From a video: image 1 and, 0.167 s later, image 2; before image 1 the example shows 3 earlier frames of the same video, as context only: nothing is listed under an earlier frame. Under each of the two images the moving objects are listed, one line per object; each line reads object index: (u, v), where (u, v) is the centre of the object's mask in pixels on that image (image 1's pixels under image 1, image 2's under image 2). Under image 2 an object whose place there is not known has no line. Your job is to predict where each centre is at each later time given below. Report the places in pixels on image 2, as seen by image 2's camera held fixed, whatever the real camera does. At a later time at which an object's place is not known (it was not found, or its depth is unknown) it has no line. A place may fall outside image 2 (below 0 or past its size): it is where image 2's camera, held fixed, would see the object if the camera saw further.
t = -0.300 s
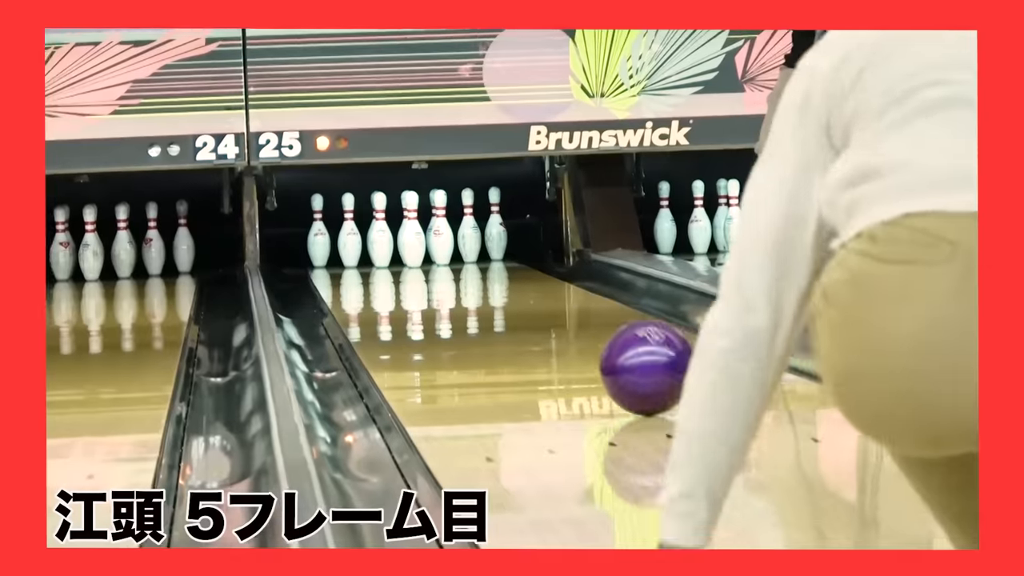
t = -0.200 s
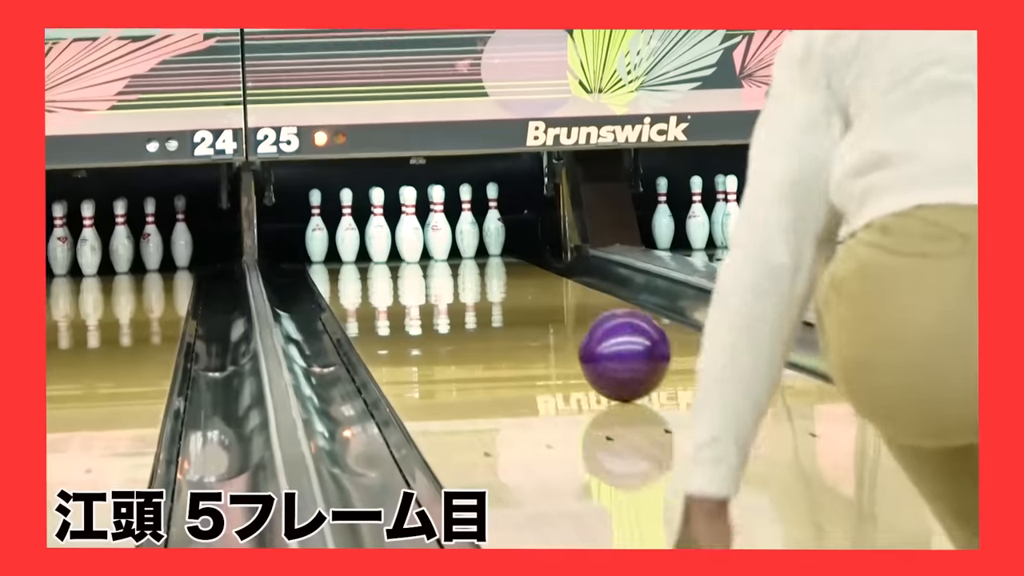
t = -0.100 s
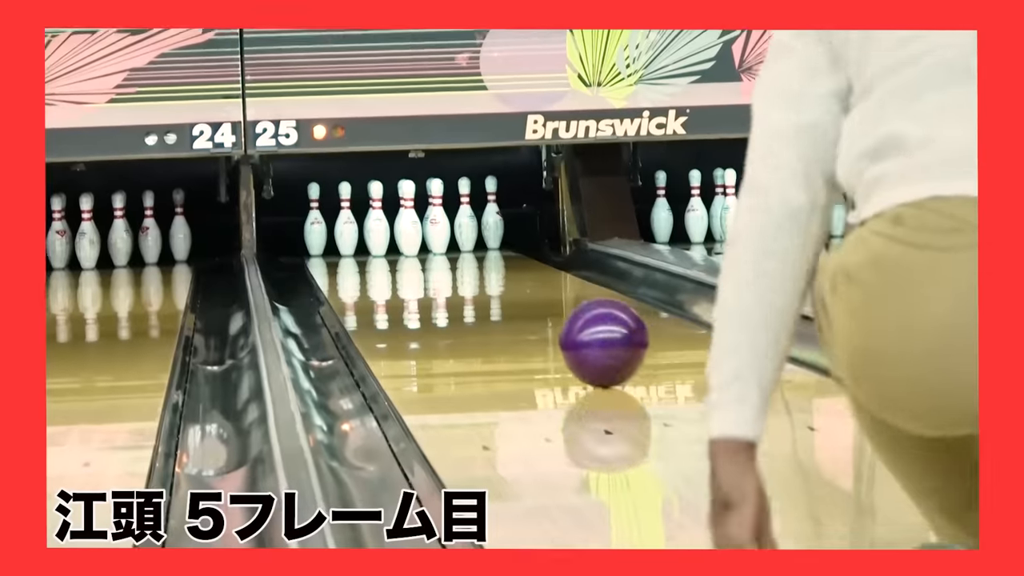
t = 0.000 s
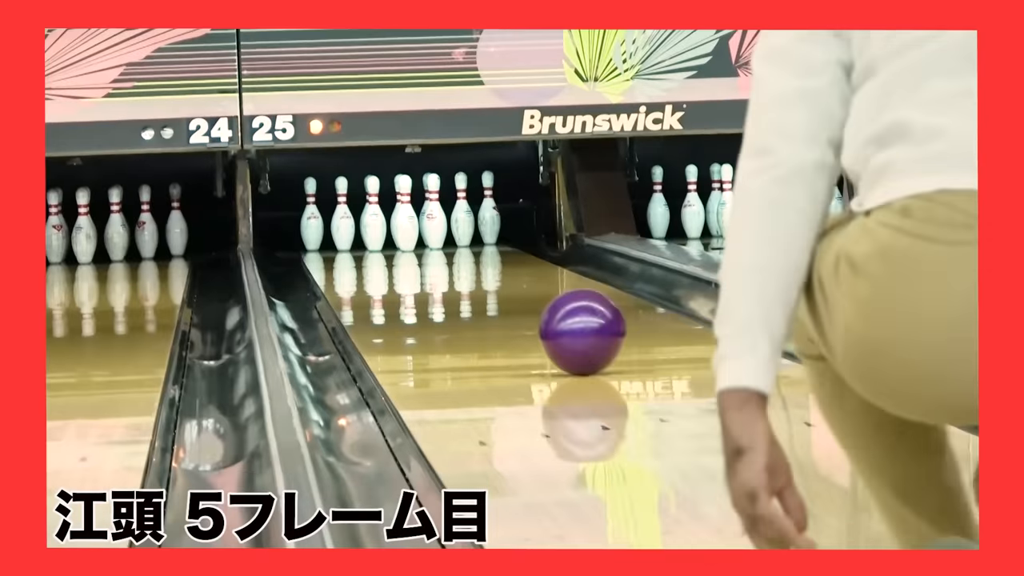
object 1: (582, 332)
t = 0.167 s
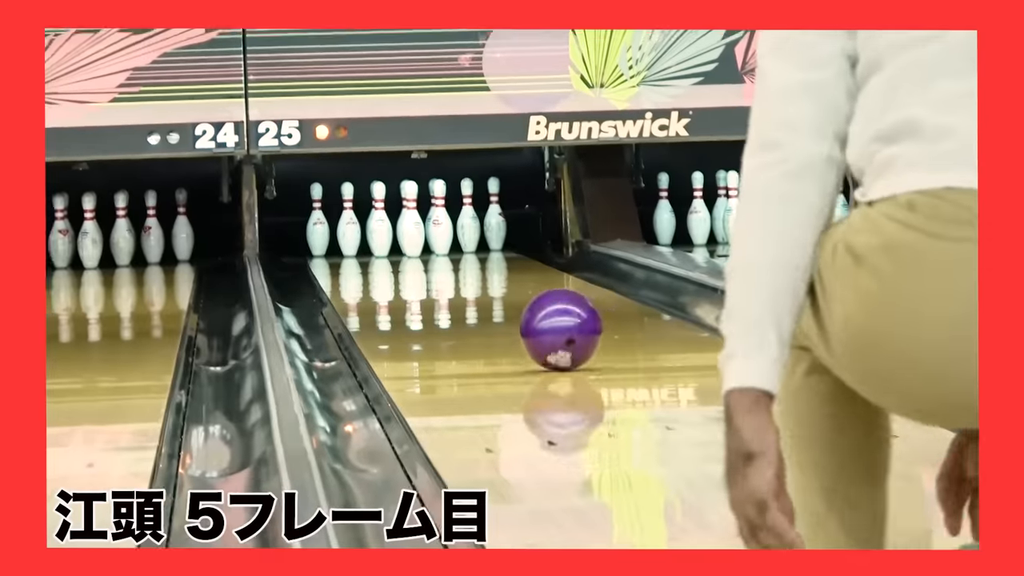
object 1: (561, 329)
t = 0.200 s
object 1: (555, 328)
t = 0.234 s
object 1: (549, 326)
